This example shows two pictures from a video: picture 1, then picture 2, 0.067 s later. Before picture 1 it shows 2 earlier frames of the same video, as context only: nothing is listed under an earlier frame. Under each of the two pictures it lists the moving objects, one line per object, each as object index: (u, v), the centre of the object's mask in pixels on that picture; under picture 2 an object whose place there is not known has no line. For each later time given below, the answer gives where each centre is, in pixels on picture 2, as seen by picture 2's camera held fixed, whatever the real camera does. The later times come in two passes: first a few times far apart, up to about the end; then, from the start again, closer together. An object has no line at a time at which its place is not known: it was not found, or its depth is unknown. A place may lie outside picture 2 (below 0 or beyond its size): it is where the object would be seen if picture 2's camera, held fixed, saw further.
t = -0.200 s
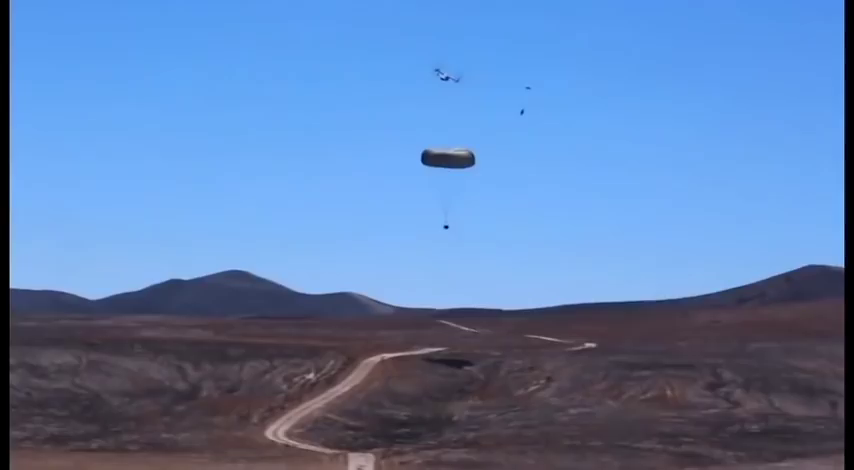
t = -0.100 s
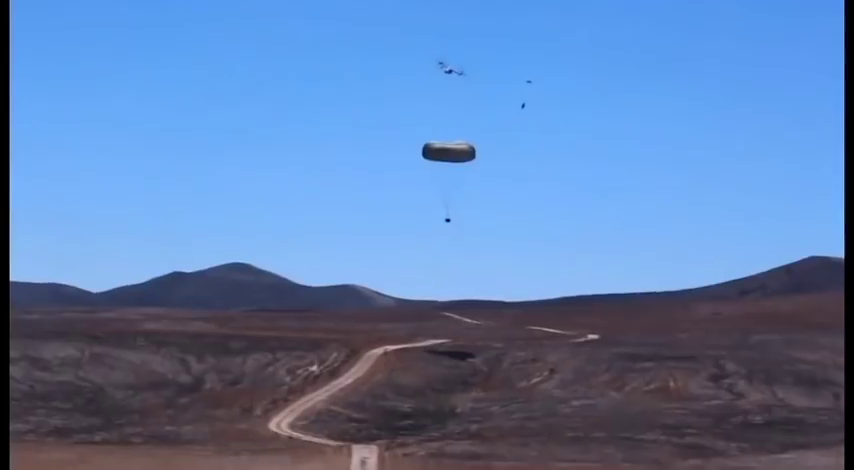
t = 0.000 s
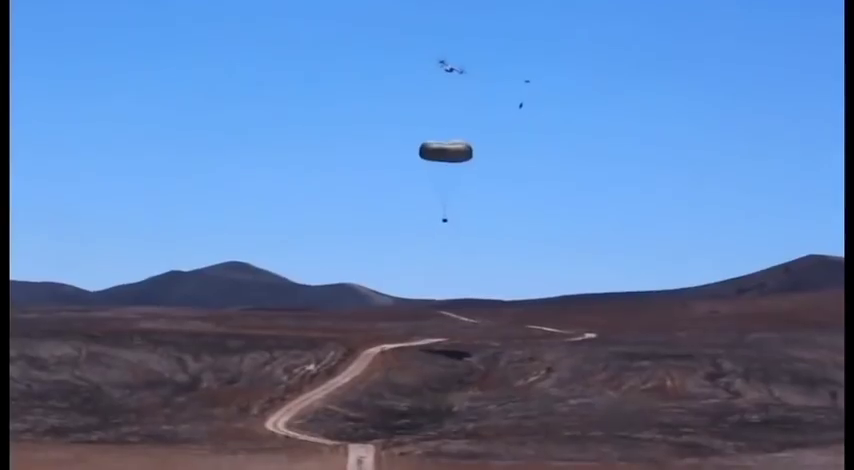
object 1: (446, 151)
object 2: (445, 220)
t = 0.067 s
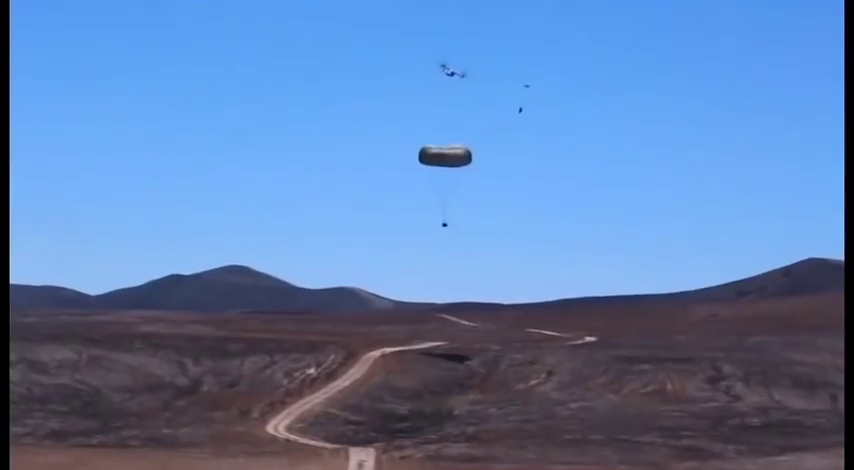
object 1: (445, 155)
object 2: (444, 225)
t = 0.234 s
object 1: (443, 158)
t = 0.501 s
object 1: (441, 161)
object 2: (440, 231)
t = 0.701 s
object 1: (440, 165)
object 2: (439, 236)
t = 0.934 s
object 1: (438, 168)
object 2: (437, 239)
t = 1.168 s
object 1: (436, 169)
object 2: (435, 243)
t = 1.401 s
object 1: (434, 172)
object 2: (433, 247)
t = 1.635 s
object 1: (433, 174)
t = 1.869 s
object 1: (432, 178)
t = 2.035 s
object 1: (432, 181)
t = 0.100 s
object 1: (445, 156)
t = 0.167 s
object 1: (444, 157)
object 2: (443, 227)
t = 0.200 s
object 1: (443, 157)
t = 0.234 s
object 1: (443, 158)
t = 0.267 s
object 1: (443, 159)
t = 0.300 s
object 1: (443, 159)
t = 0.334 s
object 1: (443, 159)
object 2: (442, 229)
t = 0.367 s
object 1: (443, 160)
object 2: (442, 229)
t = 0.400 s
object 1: (442, 161)
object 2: (441, 230)
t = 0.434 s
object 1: (442, 162)
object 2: (441, 231)
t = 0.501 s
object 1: (441, 161)
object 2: (440, 231)
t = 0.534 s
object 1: (440, 163)
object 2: (440, 232)
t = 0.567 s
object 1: (441, 164)
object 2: (440, 233)
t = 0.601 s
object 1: (441, 164)
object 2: (440, 233)
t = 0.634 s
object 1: (440, 164)
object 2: (439, 234)
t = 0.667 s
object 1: (440, 165)
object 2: (439, 234)
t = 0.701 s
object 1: (440, 165)
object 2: (439, 236)
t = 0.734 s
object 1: (439, 165)
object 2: (439, 236)
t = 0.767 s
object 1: (439, 166)
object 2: (438, 236)
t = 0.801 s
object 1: (438, 166)
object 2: (438, 237)
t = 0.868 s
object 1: (437, 165)
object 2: (437, 238)
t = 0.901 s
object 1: (438, 166)
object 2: (437, 238)
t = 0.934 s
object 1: (438, 168)
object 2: (437, 239)
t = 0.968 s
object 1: (437, 168)
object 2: (436, 239)
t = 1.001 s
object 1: (436, 168)
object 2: (436, 240)
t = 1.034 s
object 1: (437, 169)
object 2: (436, 240)
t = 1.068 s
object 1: (437, 169)
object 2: (437, 241)
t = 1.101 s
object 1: (437, 169)
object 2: (436, 242)
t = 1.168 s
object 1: (436, 169)
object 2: (435, 243)
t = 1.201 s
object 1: (436, 170)
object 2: (434, 243)
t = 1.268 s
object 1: (435, 171)
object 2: (434, 245)
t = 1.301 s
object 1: (435, 170)
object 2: (433, 245)
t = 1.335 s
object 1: (435, 171)
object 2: (433, 246)
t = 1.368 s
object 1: (435, 172)
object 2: (433, 246)
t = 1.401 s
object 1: (434, 172)
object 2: (433, 247)
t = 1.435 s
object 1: (434, 172)
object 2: (433, 247)
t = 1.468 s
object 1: (434, 173)
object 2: (432, 248)
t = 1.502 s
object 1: (433, 173)
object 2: (432, 248)
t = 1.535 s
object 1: (433, 173)
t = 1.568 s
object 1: (433, 174)
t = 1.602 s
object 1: (432, 174)
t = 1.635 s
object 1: (433, 174)
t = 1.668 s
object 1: (432, 175)
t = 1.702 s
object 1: (432, 175)
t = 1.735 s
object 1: (432, 176)
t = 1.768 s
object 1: (432, 176)
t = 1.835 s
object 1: (432, 176)
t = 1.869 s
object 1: (432, 178)
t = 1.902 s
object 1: (432, 178)
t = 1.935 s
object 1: (432, 179)
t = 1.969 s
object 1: (432, 179)
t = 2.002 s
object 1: (432, 180)
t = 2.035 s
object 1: (432, 181)
